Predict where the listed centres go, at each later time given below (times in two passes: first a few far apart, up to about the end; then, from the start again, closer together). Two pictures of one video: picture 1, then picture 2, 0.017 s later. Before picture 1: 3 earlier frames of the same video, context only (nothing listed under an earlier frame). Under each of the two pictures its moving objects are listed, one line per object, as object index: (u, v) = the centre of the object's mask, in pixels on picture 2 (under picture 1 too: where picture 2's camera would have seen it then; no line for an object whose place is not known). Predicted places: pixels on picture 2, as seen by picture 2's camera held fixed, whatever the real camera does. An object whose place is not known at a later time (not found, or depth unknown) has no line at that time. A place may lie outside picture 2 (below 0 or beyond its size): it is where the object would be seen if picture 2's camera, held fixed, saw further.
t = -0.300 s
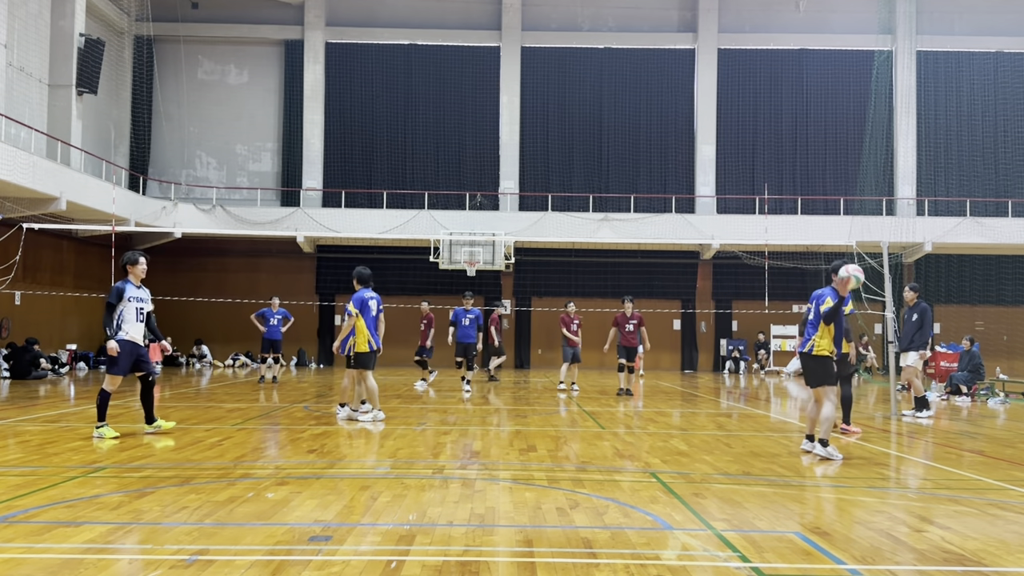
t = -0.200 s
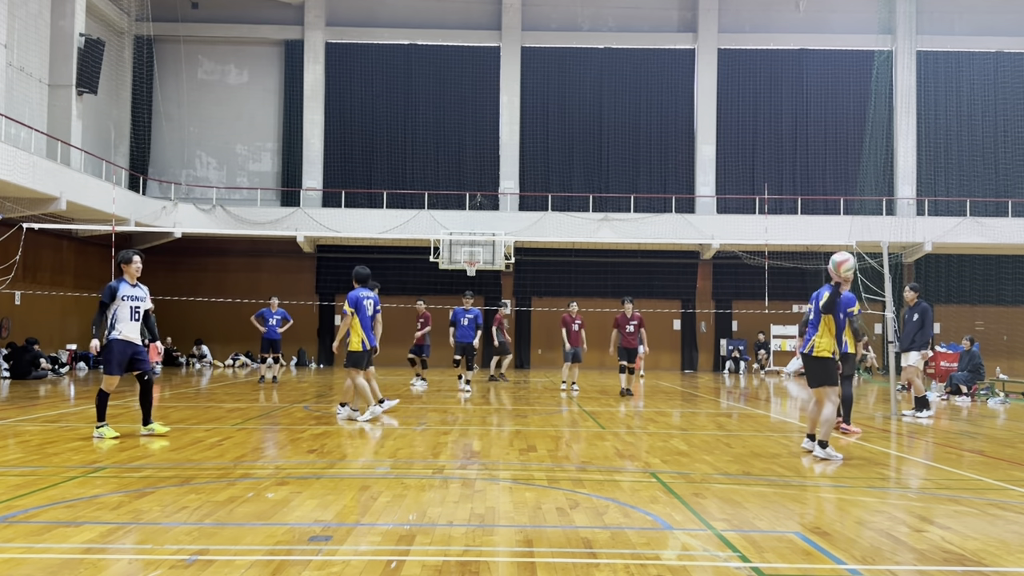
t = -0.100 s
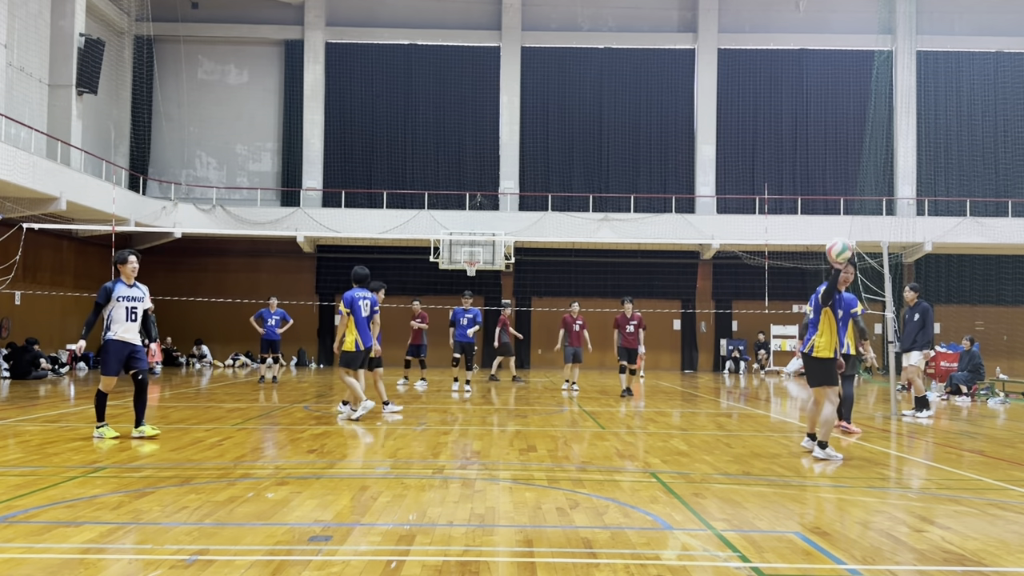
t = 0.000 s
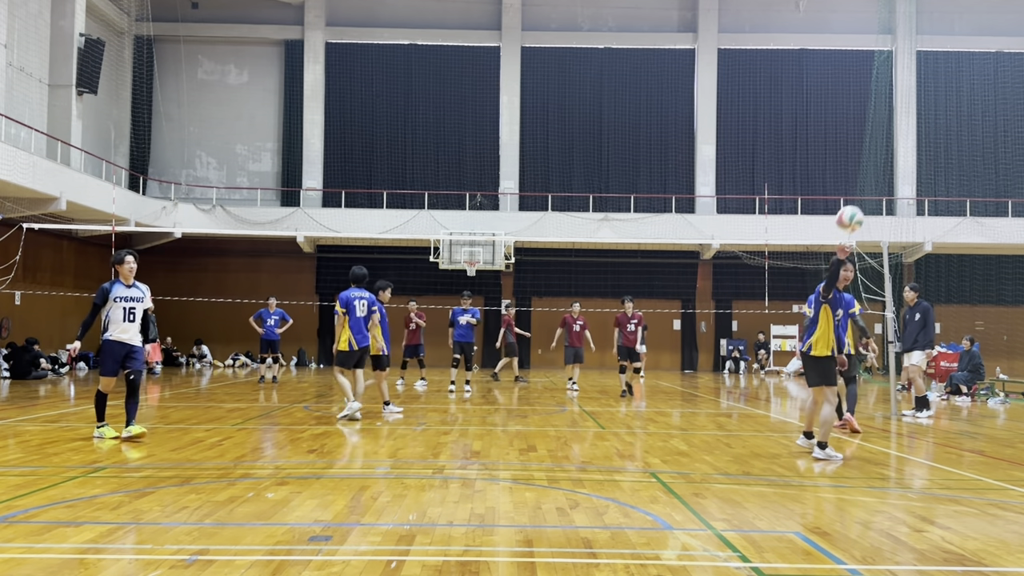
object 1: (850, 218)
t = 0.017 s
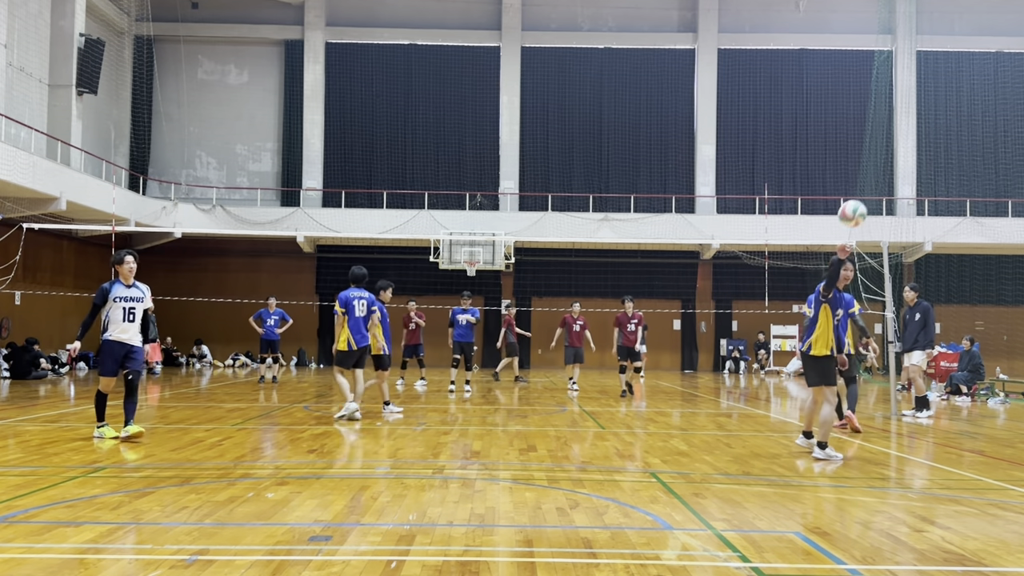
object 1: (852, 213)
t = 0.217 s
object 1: (888, 171)
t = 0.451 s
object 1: (942, 186)
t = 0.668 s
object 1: (1008, 300)
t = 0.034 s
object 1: (855, 208)
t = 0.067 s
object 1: (861, 199)
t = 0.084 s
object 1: (863, 195)
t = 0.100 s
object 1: (867, 191)
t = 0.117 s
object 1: (869, 187)
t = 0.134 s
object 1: (873, 183)
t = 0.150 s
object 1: (876, 180)
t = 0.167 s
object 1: (879, 177)
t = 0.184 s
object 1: (881, 175)
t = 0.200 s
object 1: (885, 173)
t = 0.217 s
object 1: (888, 171)
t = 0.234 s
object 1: (891, 169)
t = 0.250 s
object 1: (895, 168)
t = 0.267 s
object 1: (898, 167)
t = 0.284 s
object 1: (902, 167)
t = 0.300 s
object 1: (906, 166)
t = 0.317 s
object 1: (910, 166)
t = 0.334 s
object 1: (914, 167)
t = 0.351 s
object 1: (918, 169)
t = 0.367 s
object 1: (922, 170)
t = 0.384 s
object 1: (926, 172)
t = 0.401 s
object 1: (930, 175)
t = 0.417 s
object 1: (934, 178)
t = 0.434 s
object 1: (938, 181)
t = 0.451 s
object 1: (942, 186)
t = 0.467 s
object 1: (947, 190)
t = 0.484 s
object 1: (952, 196)
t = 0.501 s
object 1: (956, 201)
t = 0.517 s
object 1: (961, 206)
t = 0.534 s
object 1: (966, 214)
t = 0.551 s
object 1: (972, 222)
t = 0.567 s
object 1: (978, 231)
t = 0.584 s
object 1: (985, 243)
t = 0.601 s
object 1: (989, 252)
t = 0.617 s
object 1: (995, 263)
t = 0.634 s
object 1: (1001, 274)
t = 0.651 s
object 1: (1004, 287)
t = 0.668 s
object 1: (1008, 300)
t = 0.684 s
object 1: (1011, 315)
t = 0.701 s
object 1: (1014, 330)
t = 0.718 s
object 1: (1017, 346)
